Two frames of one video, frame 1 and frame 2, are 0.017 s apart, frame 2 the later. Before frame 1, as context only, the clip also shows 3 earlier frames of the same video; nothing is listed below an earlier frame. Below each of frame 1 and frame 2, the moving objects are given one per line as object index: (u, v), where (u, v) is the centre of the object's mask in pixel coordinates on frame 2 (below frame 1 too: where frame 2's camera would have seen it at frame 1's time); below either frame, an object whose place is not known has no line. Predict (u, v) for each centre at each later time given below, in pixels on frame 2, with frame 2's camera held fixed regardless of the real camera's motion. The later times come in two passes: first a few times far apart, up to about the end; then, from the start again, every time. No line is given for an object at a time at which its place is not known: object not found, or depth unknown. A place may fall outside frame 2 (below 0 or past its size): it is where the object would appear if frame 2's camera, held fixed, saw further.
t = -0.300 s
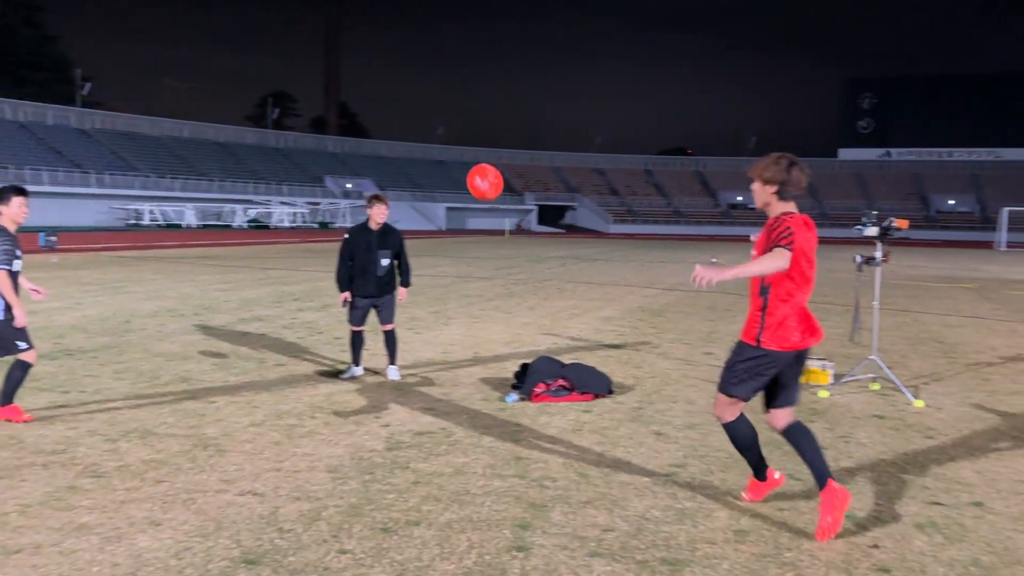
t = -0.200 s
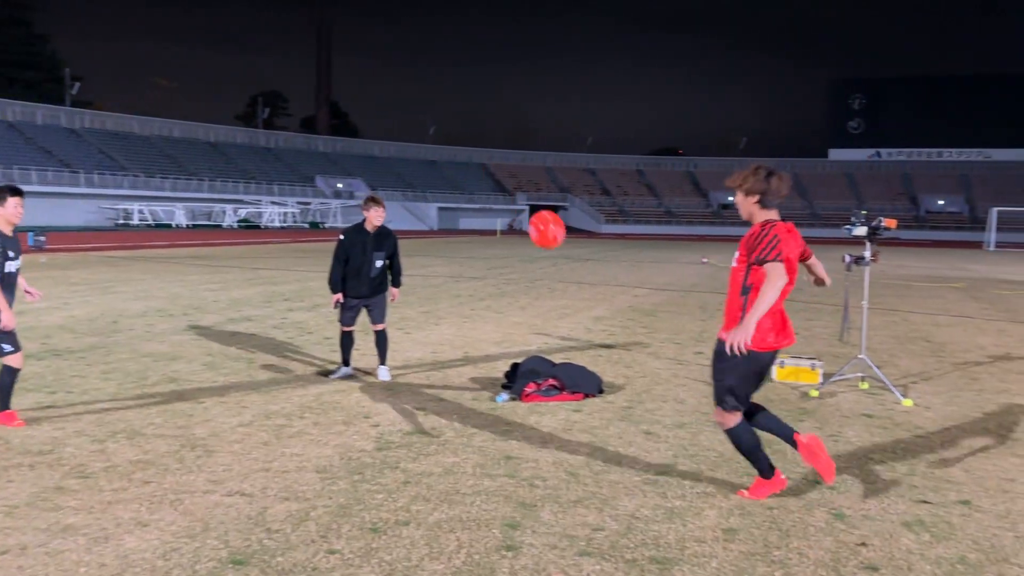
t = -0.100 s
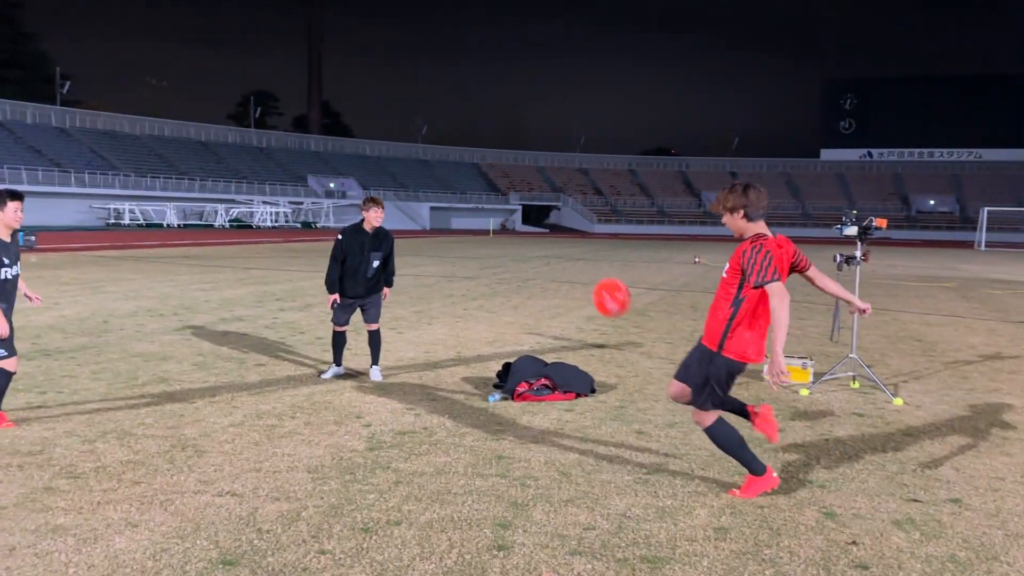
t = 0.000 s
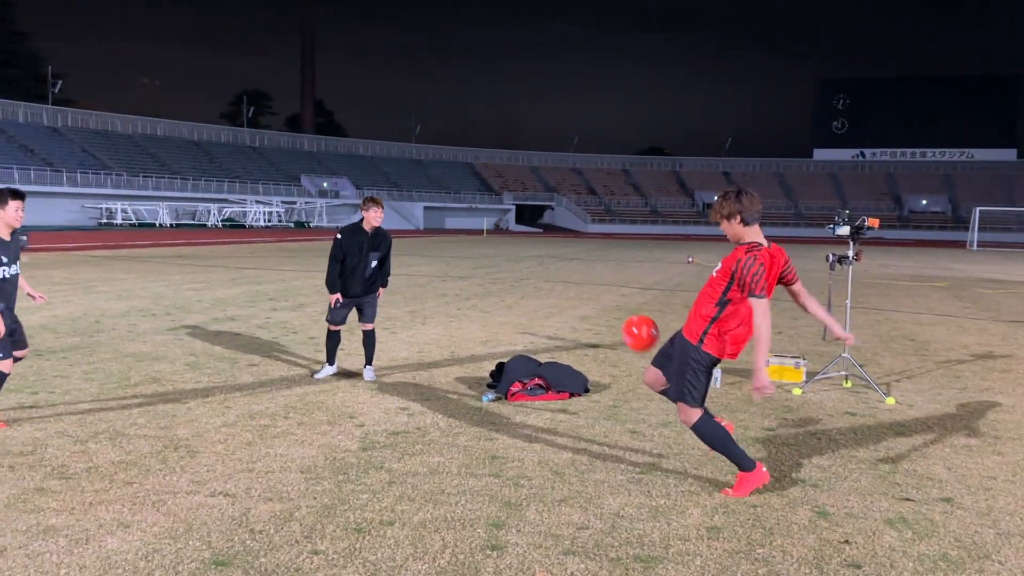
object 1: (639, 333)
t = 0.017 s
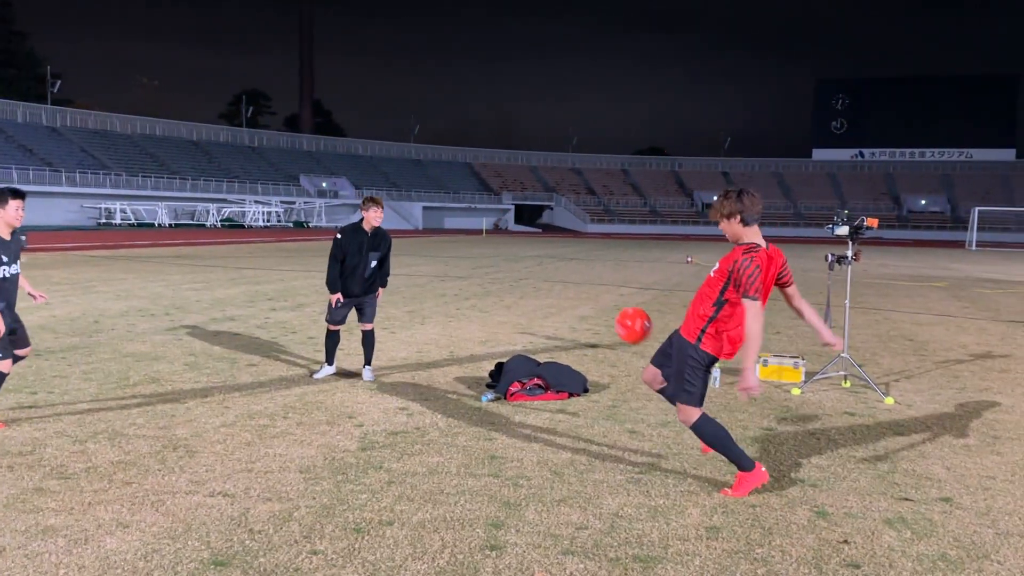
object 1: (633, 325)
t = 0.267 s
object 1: (555, 272)
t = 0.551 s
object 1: (486, 321)
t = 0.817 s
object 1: (451, 353)
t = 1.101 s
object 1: (442, 343)
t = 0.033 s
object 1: (627, 318)
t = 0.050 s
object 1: (622, 311)
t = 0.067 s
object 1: (616, 305)
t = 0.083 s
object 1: (611, 300)
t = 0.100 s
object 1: (605, 295)
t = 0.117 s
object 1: (599, 290)
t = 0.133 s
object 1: (594, 286)
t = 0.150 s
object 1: (589, 283)
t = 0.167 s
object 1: (584, 280)
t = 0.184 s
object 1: (579, 277)
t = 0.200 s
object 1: (574, 275)
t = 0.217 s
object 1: (569, 274)
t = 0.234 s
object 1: (564, 273)
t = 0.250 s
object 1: (560, 272)
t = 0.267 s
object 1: (555, 272)
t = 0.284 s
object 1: (550, 272)
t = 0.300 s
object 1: (546, 272)
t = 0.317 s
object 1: (541, 273)
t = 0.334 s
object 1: (537, 274)
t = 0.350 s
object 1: (533, 276)
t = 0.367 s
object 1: (529, 278)
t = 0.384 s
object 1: (524, 281)
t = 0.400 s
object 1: (520, 283)
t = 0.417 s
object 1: (516, 286)
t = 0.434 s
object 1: (512, 289)
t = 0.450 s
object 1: (508, 293)
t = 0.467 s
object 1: (504, 297)
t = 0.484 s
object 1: (500, 301)
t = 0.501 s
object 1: (497, 306)
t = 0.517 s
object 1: (493, 310)
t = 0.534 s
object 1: (489, 315)
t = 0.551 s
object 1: (486, 321)
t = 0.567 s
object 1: (482, 326)
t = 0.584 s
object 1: (479, 332)
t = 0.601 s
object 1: (476, 338)
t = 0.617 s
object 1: (472, 344)
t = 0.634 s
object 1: (468, 351)
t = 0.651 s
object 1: (465, 358)
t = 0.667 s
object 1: (462, 365)
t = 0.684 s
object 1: (458, 372)
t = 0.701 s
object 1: (455, 379)
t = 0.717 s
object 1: (453, 379)
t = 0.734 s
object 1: (453, 374)
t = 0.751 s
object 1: (452, 369)
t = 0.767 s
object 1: (452, 365)
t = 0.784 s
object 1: (451, 360)
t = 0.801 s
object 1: (451, 357)
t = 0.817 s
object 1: (451, 353)
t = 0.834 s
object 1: (450, 350)
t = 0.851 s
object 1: (450, 348)
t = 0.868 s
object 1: (449, 345)
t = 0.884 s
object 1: (449, 343)
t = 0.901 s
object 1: (448, 341)
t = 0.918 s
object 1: (448, 339)
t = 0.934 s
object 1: (447, 338)
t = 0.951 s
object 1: (447, 337)
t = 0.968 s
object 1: (446, 337)
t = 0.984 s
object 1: (445, 336)
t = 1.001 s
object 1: (445, 337)
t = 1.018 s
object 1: (444, 337)
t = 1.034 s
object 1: (444, 337)
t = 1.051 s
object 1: (443, 338)
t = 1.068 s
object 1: (443, 339)
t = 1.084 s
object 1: (442, 341)
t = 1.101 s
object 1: (442, 343)
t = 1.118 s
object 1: (441, 345)
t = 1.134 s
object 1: (440, 347)
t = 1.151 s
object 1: (440, 350)
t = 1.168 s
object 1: (439, 353)
